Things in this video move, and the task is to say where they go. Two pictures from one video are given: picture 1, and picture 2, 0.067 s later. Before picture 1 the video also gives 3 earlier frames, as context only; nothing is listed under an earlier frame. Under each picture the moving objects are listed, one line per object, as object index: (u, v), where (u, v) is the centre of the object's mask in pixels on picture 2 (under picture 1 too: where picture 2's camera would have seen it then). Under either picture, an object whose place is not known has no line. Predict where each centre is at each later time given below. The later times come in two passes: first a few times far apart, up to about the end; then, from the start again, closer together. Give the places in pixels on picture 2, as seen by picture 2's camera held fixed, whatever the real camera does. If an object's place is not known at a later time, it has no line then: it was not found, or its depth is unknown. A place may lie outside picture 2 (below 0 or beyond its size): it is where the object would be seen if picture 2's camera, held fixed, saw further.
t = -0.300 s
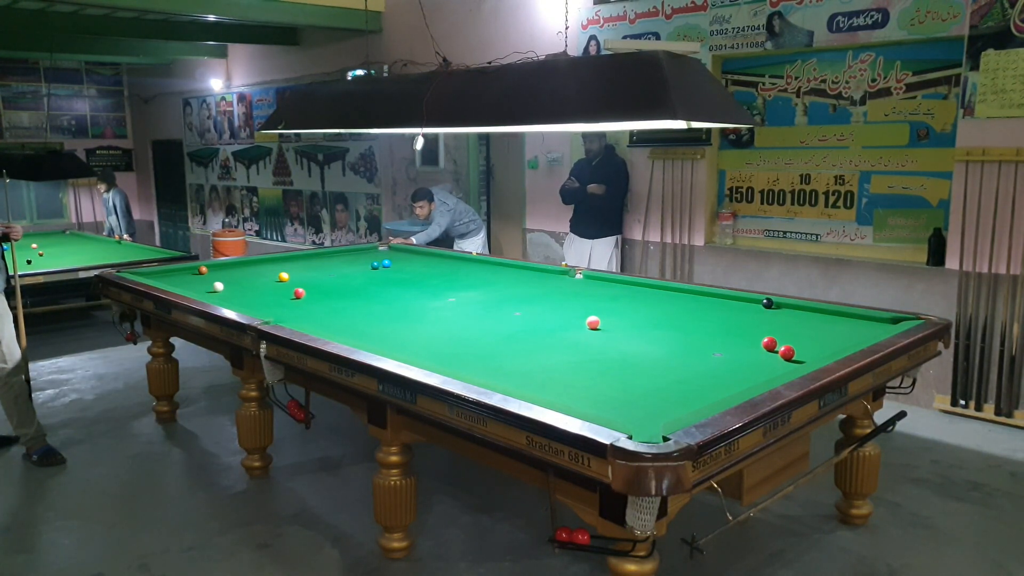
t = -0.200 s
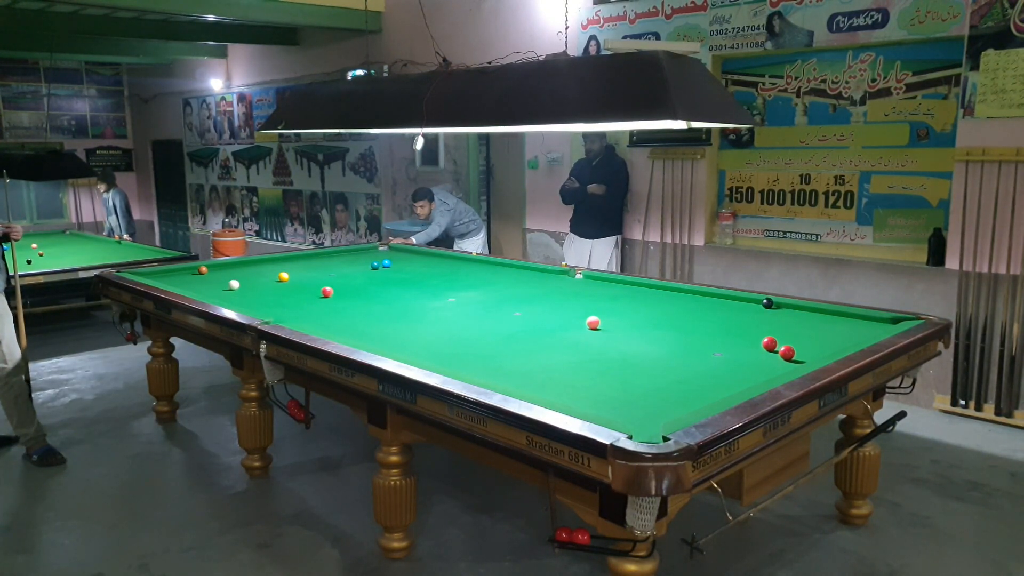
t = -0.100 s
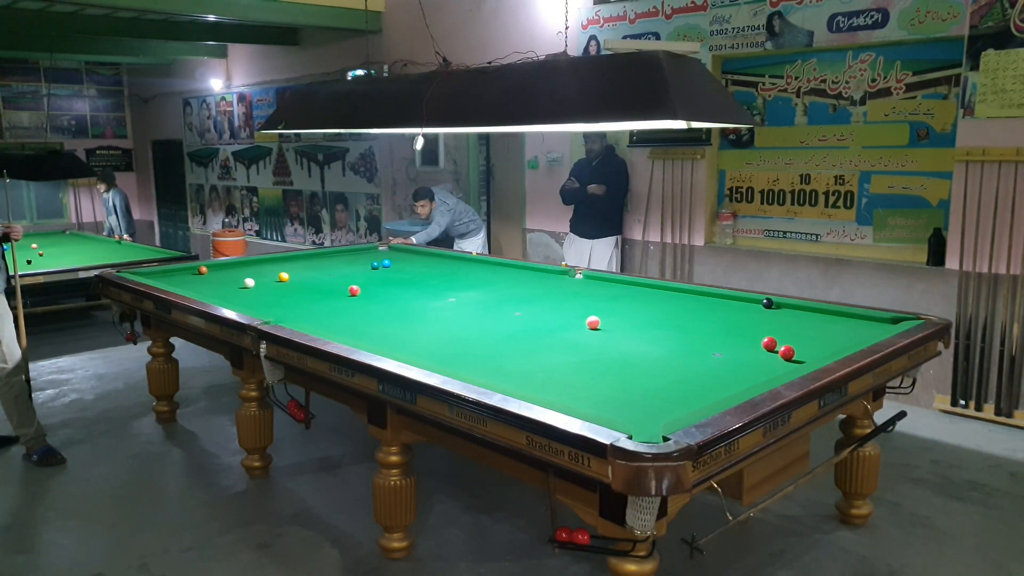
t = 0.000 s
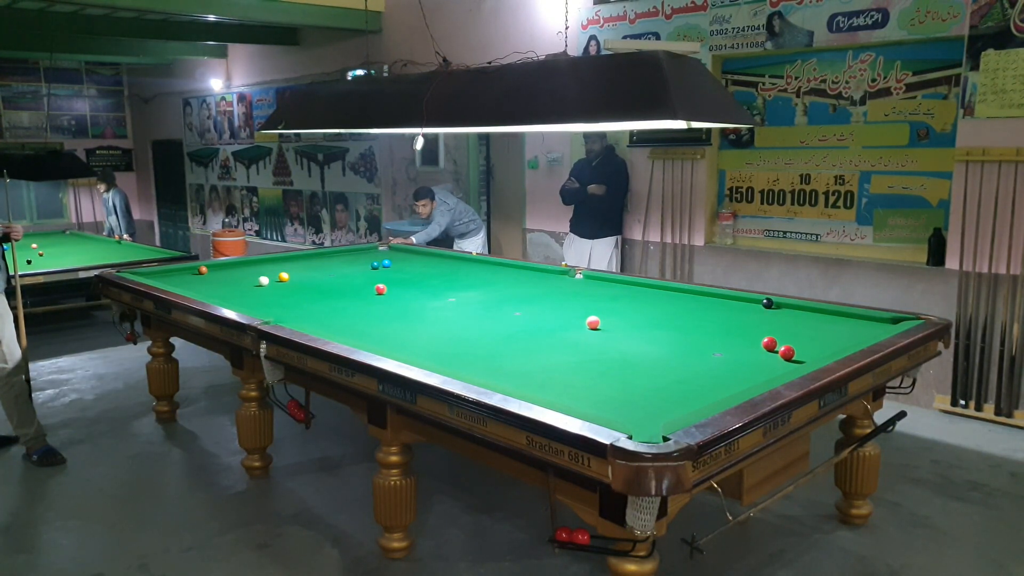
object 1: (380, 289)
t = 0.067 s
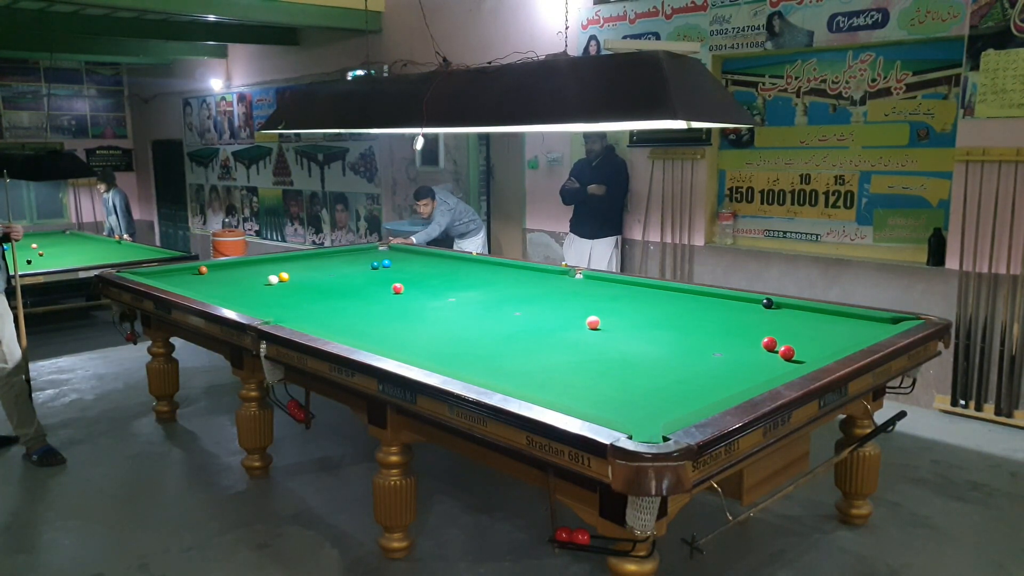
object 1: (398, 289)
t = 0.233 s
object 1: (439, 286)
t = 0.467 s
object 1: (494, 284)
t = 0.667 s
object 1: (538, 281)
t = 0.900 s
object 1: (587, 279)
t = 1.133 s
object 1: (591, 281)
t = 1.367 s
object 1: (577, 285)
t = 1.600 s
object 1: (563, 289)
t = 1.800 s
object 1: (551, 293)
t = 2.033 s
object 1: (537, 297)
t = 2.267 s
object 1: (523, 301)
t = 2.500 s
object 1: (509, 305)
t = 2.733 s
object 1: (496, 309)
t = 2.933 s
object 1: (485, 312)
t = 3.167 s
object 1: (472, 316)
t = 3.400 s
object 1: (459, 320)
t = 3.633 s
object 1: (447, 324)
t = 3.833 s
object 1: (437, 327)
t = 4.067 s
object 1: (427, 331)
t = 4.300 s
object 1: (416, 333)
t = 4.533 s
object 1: (407, 336)
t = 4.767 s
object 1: (399, 339)
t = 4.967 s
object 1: (393, 341)
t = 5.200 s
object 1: (388, 342)
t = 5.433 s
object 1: (384, 343)
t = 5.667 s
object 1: (380, 343)
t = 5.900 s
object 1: (378, 343)
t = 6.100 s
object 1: (377, 343)
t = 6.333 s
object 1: (377, 343)
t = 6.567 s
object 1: (377, 343)
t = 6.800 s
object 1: (377, 343)
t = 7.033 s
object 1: (377, 343)
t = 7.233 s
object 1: (377, 343)
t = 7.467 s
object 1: (377, 343)
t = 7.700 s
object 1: (377, 343)
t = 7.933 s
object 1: (377, 343)
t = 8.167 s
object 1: (377, 343)
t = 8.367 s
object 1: (377, 343)
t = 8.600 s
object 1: (377, 343)
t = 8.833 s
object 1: (377, 343)
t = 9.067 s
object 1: (377, 343)
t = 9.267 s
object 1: (377, 343)
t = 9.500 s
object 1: (377, 343)
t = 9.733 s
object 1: (377, 343)
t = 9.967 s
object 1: (377, 343)
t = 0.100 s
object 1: (406, 288)
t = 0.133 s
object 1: (414, 288)
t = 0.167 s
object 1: (423, 287)
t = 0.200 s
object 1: (431, 287)
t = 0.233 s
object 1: (439, 286)
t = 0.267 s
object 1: (447, 286)
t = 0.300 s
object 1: (455, 286)
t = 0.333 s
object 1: (463, 285)
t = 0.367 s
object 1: (471, 285)
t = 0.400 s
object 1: (478, 284)
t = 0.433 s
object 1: (486, 284)
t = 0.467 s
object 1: (494, 284)
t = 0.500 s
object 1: (501, 283)
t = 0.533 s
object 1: (509, 283)
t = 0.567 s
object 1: (516, 283)
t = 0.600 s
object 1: (523, 282)
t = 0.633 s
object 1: (531, 282)
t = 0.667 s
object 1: (538, 281)
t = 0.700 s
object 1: (545, 281)
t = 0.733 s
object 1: (552, 281)
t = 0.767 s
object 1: (559, 280)
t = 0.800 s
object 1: (566, 280)
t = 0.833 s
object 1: (573, 279)
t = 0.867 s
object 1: (580, 279)
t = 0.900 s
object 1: (587, 279)
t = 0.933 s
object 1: (594, 278)
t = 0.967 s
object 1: (601, 278)
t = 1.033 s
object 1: (597, 279)
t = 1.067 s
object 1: (595, 280)
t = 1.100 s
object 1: (593, 280)
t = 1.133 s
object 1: (591, 281)
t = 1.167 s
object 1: (589, 282)
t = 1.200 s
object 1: (587, 282)
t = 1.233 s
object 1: (585, 283)
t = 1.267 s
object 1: (583, 283)
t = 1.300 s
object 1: (581, 284)
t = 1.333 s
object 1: (579, 285)
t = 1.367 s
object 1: (577, 285)
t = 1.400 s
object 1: (575, 286)
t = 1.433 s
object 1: (573, 286)
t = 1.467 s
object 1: (571, 287)
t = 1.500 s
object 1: (569, 288)
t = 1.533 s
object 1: (567, 288)
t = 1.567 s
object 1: (565, 289)
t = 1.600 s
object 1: (563, 289)
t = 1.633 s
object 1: (561, 290)
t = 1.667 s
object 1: (559, 290)
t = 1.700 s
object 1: (557, 291)
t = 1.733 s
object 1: (555, 291)
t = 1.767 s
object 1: (553, 292)
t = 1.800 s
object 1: (551, 293)
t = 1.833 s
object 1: (549, 293)
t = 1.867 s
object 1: (547, 294)
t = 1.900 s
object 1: (545, 295)
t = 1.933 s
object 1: (543, 295)
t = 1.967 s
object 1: (541, 296)
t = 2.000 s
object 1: (539, 296)
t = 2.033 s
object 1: (537, 297)
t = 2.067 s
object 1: (535, 297)
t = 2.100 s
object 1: (533, 298)
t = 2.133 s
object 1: (531, 298)
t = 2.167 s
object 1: (529, 299)
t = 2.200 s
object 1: (527, 300)
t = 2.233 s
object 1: (525, 300)
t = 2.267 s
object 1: (523, 301)
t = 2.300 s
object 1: (521, 301)
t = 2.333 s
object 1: (519, 302)
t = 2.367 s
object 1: (517, 303)
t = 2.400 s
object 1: (515, 303)
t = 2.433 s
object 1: (513, 304)
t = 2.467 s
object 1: (511, 304)
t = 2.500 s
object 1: (509, 305)
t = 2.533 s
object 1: (507, 305)
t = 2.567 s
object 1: (505, 306)
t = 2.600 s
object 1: (504, 307)
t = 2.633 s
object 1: (501, 307)
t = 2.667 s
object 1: (500, 308)
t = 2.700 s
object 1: (498, 308)
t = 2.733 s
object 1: (496, 309)
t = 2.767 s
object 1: (494, 310)
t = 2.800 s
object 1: (492, 310)
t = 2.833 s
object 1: (490, 311)
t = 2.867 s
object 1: (488, 311)
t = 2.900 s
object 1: (487, 312)
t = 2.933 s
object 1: (485, 312)
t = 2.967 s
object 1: (483, 313)
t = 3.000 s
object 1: (481, 314)
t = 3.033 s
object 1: (479, 314)
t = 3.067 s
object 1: (477, 315)
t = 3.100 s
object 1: (476, 315)
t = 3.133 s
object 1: (474, 316)
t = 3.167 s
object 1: (472, 316)
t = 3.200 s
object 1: (470, 317)
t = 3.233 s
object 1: (469, 318)
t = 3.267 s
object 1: (467, 318)
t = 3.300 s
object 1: (465, 319)
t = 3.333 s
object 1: (463, 319)
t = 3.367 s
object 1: (461, 320)
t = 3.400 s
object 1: (459, 320)
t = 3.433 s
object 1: (458, 321)
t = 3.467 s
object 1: (456, 321)
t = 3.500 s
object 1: (454, 322)
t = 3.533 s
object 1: (452, 322)
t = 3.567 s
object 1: (451, 323)
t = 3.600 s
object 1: (449, 323)
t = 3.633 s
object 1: (447, 324)
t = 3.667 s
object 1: (446, 324)
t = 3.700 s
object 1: (444, 325)
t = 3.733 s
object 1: (442, 326)
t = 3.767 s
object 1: (441, 326)
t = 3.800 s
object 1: (439, 327)
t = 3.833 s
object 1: (437, 327)
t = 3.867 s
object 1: (436, 327)
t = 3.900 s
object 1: (434, 328)
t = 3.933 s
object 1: (433, 329)
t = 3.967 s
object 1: (431, 329)
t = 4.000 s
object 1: (429, 330)
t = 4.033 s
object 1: (428, 330)
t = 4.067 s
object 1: (427, 331)
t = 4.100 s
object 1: (425, 331)
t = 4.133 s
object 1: (423, 332)
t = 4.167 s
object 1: (422, 332)
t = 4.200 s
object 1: (421, 332)
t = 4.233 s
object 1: (419, 333)
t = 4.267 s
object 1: (418, 333)
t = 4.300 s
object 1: (416, 333)
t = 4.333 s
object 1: (415, 334)
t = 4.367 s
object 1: (414, 334)
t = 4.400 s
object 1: (412, 335)
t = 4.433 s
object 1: (411, 335)
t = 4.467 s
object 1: (410, 336)
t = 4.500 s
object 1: (408, 336)
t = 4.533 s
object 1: (407, 336)
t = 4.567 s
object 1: (406, 337)
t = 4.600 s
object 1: (405, 337)
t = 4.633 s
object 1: (404, 338)
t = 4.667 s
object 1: (402, 338)
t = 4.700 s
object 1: (401, 338)
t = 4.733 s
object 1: (400, 339)
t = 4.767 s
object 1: (399, 339)
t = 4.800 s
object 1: (398, 339)
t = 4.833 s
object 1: (397, 340)
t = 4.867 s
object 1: (396, 340)
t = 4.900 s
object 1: (395, 340)
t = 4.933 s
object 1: (394, 341)
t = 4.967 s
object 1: (393, 341)
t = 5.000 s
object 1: (392, 341)
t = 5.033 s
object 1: (392, 341)
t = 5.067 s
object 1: (391, 341)
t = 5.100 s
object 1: (390, 342)
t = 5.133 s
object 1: (390, 342)
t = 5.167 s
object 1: (389, 342)
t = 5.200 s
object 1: (388, 342)
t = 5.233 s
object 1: (387, 343)
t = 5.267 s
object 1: (387, 343)
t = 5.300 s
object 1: (386, 343)
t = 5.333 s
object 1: (385, 343)
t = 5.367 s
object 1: (385, 343)
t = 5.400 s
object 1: (384, 343)
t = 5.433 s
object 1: (384, 343)
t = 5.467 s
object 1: (383, 343)
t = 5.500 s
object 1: (382, 343)
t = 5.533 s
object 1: (382, 343)
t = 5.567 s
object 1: (381, 343)
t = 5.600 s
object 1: (381, 343)
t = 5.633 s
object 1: (380, 343)
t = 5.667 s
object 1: (380, 343)
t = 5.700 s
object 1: (380, 343)
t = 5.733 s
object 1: (379, 343)
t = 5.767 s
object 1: (379, 343)
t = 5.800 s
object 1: (379, 343)
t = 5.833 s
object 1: (379, 343)
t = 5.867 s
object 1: (378, 343)
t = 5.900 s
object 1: (378, 343)
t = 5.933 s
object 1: (378, 343)
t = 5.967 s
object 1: (378, 343)
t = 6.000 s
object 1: (378, 343)
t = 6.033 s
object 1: (377, 343)
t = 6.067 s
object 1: (377, 343)
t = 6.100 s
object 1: (377, 343)
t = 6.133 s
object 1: (377, 343)
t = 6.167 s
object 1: (377, 343)
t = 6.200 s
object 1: (377, 343)
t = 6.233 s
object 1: (377, 343)
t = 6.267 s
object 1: (377, 343)
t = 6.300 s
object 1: (377, 343)
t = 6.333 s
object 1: (377, 343)
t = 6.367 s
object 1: (377, 343)
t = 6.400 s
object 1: (377, 343)
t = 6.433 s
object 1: (377, 343)
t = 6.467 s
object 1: (377, 343)
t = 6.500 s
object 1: (377, 343)
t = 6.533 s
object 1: (377, 343)
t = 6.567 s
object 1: (377, 343)
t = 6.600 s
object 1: (377, 343)
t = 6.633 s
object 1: (377, 343)
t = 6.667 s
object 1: (377, 343)
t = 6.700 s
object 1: (377, 343)
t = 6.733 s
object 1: (377, 343)
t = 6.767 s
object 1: (377, 343)
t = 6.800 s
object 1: (377, 343)
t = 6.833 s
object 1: (377, 343)
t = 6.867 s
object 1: (377, 343)
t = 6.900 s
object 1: (377, 343)
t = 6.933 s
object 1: (377, 343)
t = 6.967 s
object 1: (377, 343)
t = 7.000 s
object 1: (377, 343)
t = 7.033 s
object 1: (377, 343)
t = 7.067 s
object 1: (377, 343)
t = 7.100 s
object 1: (377, 343)
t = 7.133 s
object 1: (377, 343)
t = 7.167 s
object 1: (377, 343)
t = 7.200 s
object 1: (377, 343)
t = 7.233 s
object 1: (377, 343)
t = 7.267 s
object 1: (377, 343)
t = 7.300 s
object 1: (377, 343)
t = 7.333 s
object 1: (377, 343)
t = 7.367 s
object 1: (377, 343)
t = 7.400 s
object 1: (377, 343)
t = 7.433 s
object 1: (377, 343)
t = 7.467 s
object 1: (377, 343)
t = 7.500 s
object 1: (377, 343)
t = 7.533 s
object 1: (377, 343)
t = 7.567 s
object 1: (377, 343)
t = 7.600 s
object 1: (377, 343)
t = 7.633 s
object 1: (377, 343)
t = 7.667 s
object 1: (377, 343)
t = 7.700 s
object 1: (377, 343)
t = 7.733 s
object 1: (377, 343)
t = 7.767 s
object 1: (377, 343)
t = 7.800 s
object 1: (377, 343)
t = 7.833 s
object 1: (377, 343)
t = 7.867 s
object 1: (377, 343)
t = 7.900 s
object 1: (377, 343)
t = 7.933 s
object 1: (377, 343)
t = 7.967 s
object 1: (377, 343)
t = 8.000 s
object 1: (377, 343)
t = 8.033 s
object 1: (377, 343)
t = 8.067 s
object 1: (377, 343)
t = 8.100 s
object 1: (377, 343)
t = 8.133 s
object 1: (377, 343)
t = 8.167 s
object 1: (377, 343)
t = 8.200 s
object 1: (377, 343)
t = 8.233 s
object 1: (377, 343)
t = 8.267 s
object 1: (377, 343)
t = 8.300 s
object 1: (377, 343)
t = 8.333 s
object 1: (377, 343)
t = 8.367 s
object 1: (377, 343)
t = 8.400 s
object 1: (377, 343)
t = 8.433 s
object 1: (377, 343)
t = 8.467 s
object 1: (377, 343)
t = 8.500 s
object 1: (377, 343)
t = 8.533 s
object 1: (377, 343)
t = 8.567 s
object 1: (377, 343)
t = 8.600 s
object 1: (377, 343)
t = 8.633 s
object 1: (377, 343)
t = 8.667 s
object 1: (377, 343)
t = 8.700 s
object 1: (377, 343)
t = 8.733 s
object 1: (377, 343)
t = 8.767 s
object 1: (377, 343)
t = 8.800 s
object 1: (377, 343)
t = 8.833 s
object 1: (377, 343)
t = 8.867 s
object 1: (377, 343)
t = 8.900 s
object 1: (377, 343)
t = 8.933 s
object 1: (377, 343)
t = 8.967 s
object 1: (377, 343)
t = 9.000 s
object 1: (377, 343)
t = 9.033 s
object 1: (377, 343)
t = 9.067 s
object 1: (377, 343)
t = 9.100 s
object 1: (377, 343)
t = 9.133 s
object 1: (377, 343)
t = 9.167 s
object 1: (377, 343)
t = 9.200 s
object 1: (377, 343)
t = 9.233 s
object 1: (377, 343)
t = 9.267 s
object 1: (377, 343)
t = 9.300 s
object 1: (377, 343)
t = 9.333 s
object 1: (377, 343)
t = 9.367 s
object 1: (377, 343)
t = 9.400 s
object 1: (377, 343)
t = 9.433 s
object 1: (377, 343)
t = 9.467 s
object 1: (377, 343)
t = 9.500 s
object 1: (377, 343)
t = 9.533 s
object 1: (377, 343)
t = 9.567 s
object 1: (377, 343)
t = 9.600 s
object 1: (377, 343)
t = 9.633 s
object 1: (377, 343)
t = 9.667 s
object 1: (377, 343)
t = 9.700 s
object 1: (377, 343)
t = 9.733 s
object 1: (377, 343)
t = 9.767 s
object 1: (377, 343)
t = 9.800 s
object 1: (377, 343)
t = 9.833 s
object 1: (377, 343)
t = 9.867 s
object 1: (377, 343)
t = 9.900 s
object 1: (377, 343)
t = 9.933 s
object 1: (377, 343)
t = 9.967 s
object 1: (377, 343)
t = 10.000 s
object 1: (377, 343)
